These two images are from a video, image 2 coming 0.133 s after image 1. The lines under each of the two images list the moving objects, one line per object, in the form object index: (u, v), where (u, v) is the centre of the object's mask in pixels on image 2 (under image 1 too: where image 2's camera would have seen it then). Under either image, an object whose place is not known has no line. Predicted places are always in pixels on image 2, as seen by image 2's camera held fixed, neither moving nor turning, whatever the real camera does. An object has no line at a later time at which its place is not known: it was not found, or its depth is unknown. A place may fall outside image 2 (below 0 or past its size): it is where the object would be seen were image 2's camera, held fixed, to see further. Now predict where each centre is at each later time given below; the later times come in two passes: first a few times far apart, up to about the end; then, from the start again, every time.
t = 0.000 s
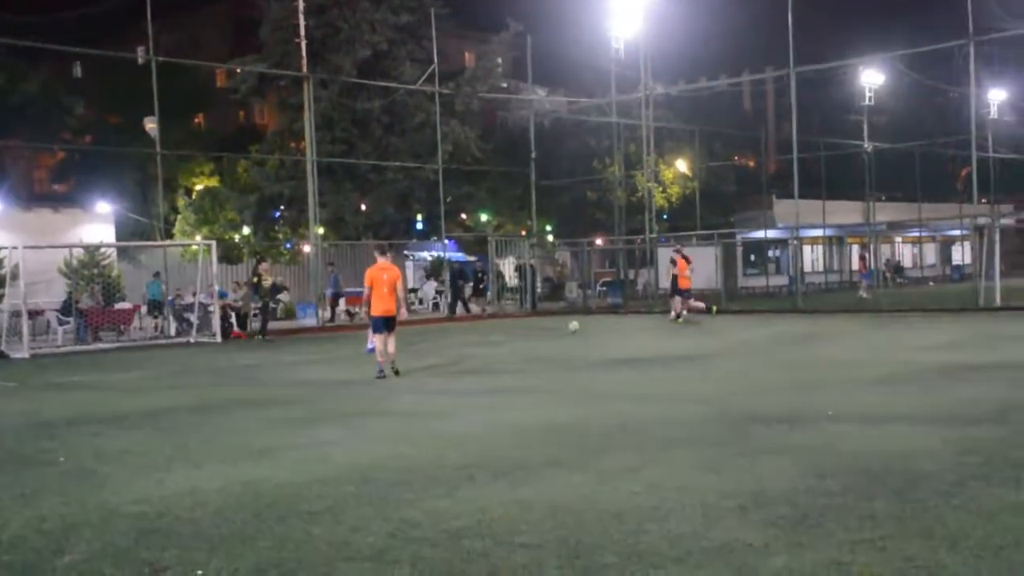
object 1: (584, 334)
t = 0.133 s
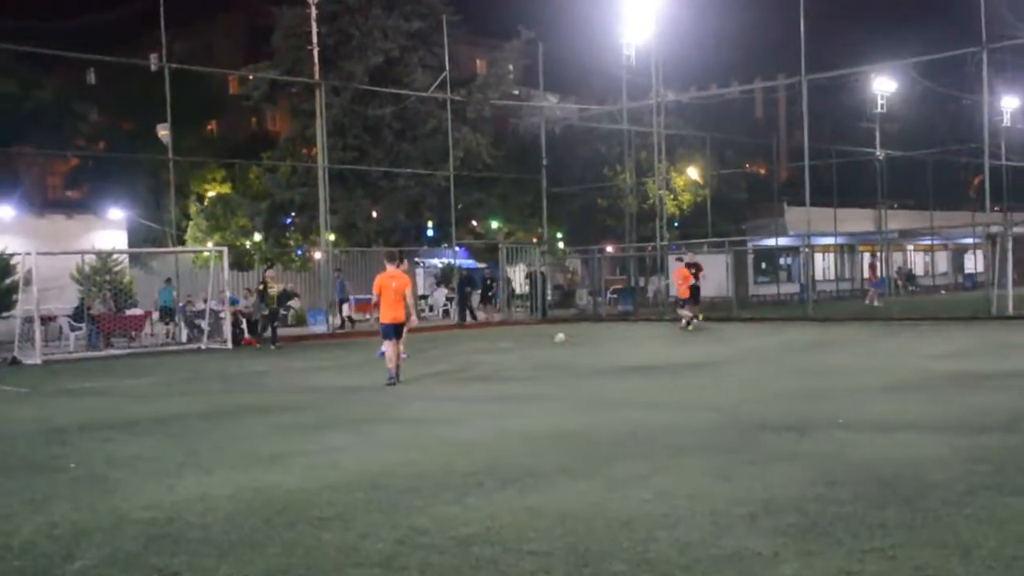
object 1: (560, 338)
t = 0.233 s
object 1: (542, 337)
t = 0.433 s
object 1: (505, 342)
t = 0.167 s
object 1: (554, 337)
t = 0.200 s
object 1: (548, 337)
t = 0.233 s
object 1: (542, 337)
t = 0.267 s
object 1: (536, 338)
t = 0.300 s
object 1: (530, 339)
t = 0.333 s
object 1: (524, 341)
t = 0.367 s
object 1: (517, 340)
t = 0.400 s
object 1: (512, 341)
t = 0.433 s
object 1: (505, 342)
